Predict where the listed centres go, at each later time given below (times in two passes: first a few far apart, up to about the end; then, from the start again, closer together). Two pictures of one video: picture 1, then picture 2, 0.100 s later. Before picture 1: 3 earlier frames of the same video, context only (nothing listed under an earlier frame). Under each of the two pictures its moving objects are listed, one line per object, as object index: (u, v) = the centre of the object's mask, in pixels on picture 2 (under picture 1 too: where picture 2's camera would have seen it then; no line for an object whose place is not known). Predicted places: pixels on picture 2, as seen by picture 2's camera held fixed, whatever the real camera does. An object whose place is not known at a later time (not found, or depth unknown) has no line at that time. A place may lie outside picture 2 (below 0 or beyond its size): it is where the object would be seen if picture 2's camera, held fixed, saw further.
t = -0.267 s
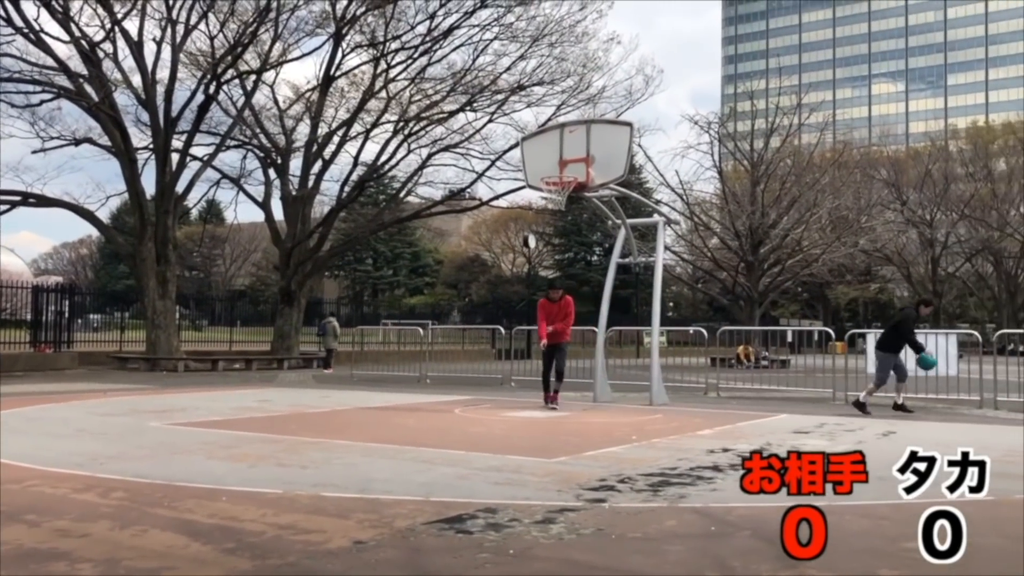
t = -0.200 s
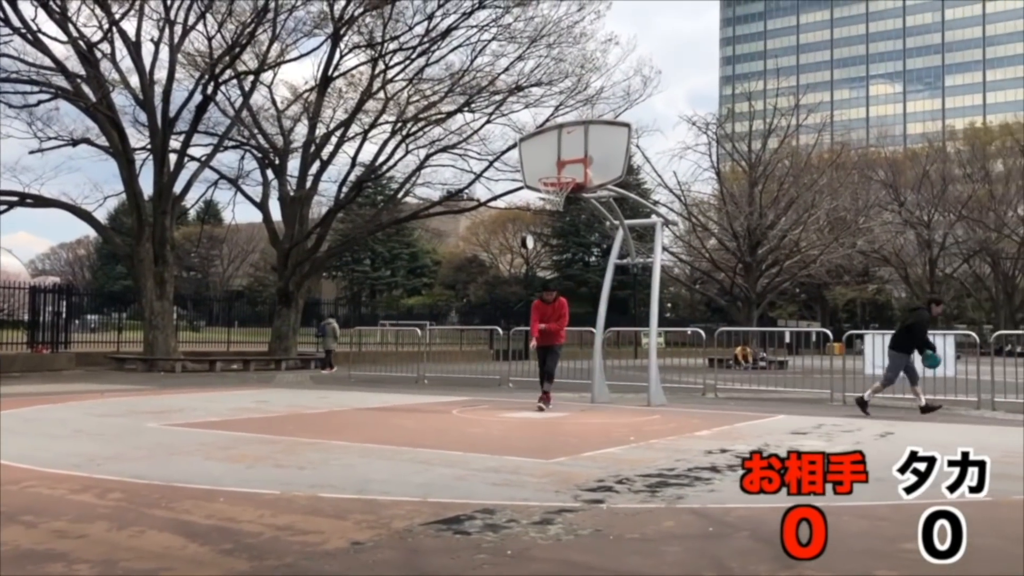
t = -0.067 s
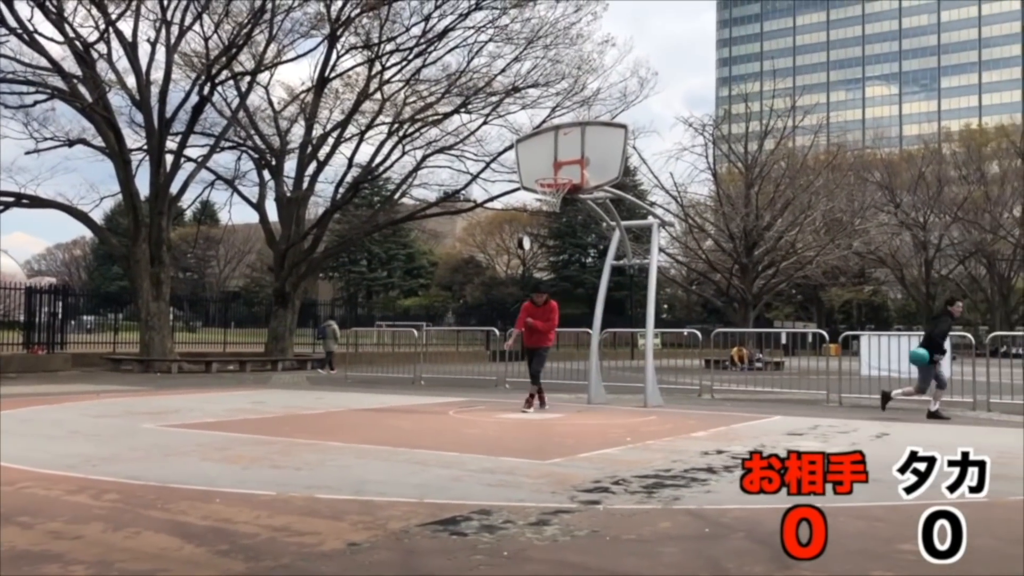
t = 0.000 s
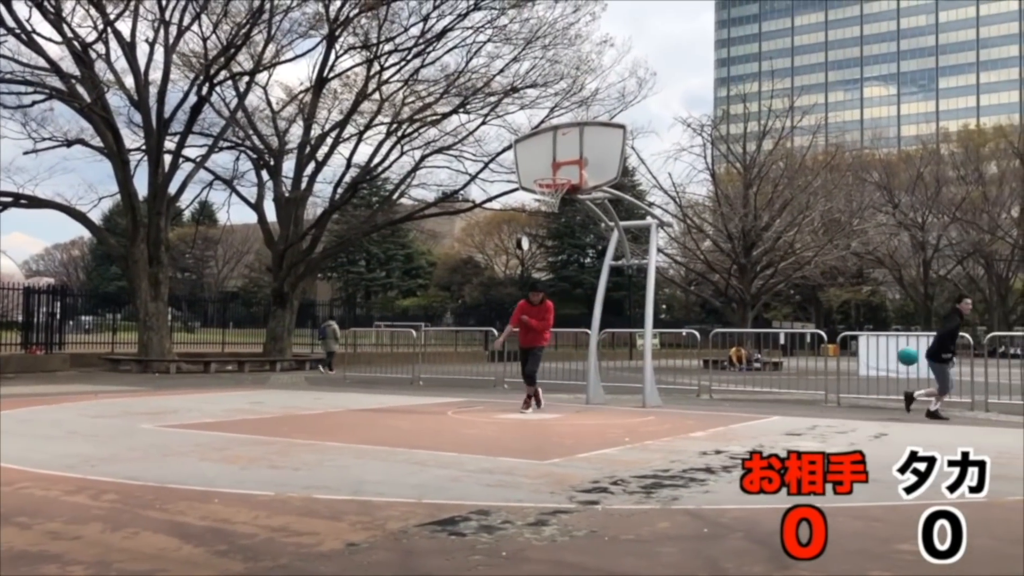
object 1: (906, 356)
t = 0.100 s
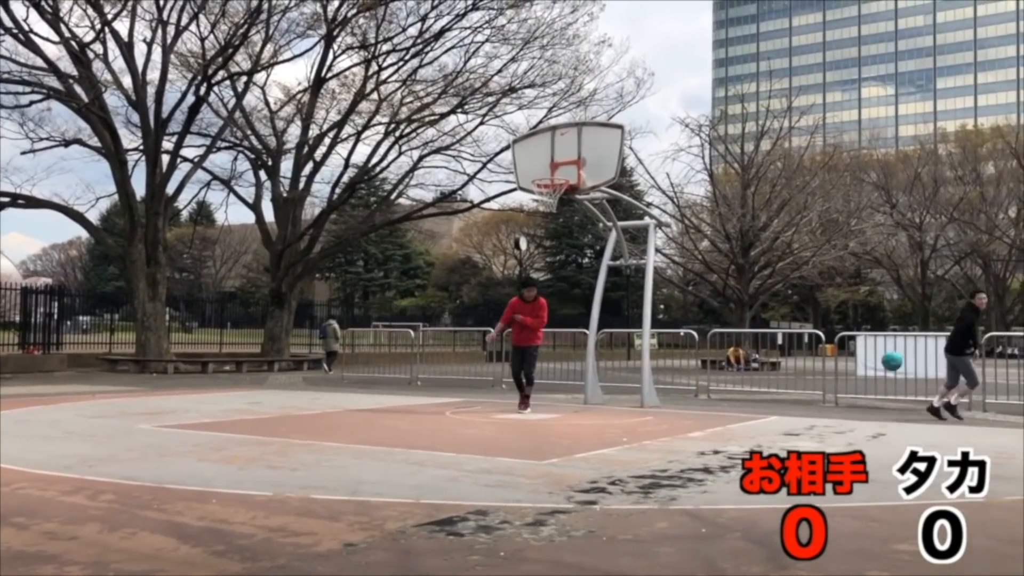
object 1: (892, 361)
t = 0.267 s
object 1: (868, 387)
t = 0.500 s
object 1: (840, 388)
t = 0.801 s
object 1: (808, 382)
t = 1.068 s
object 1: (779, 402)
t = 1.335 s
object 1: (748, 395)
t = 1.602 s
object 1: (715, 404)
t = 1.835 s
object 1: (684, 412)
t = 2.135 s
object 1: (645, 412)
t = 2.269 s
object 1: (627, 415)
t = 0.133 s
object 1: (887, 364)
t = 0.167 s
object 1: (882, 368)
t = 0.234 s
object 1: (873, 380)
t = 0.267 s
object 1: (868, 387)
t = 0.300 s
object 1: (863, 396)
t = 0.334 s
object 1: (858, 405)
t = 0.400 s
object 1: (849, 406)
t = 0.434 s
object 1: (846, 400)
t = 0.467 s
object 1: (842, 394)
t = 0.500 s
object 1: (840, 388)
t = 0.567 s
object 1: (833, 380)
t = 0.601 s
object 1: (829, 378)
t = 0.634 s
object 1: (826, 377)
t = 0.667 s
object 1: (822, 376)
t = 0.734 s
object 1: (816, 377)
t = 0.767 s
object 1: (812, 379)
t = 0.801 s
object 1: (808, 382)
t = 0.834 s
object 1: (805, 386)
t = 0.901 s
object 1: (798, 397)
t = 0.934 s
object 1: (795, 404)
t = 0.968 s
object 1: (791, 411)
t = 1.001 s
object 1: (787, 413)
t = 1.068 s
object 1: (779, 402)
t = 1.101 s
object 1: (774, 398)
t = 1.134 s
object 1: (771, 395)
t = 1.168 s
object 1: (767, 392)
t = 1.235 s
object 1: (759, 391)
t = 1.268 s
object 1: (756, 391)
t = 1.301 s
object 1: (752, 393)
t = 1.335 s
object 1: (748, 395)
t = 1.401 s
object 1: (740, 403)
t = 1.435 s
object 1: (736, 408)
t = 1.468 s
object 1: (731, 415)
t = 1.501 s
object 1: (727, 415)
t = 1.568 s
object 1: (719, 407)
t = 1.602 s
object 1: (715, 404)
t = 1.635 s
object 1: (711, 402)
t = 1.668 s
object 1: (706, 401)
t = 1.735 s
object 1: (698, 403)
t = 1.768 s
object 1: (693, 405)
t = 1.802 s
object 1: (689, 408)
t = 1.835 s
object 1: (684, 412)
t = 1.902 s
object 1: (676, 417)
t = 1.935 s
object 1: (671, 413)
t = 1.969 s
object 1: (667, 410)
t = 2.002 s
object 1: (663, 409)
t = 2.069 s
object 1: (654, 408)
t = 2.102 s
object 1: (649, 410)
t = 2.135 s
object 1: (645, 412)
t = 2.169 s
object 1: (640, 416)
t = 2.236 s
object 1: (631, 418)
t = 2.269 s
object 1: (627, 415)
